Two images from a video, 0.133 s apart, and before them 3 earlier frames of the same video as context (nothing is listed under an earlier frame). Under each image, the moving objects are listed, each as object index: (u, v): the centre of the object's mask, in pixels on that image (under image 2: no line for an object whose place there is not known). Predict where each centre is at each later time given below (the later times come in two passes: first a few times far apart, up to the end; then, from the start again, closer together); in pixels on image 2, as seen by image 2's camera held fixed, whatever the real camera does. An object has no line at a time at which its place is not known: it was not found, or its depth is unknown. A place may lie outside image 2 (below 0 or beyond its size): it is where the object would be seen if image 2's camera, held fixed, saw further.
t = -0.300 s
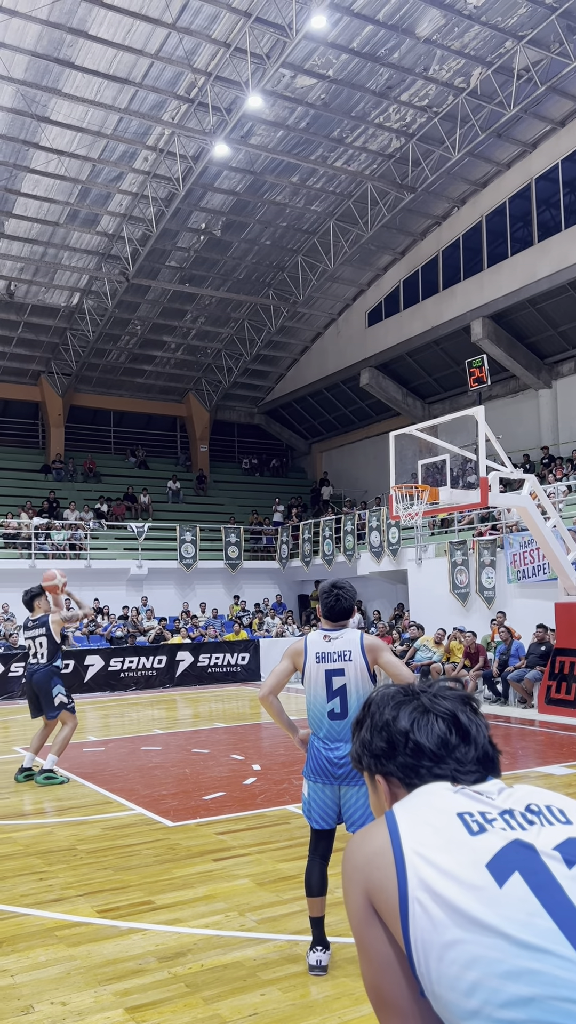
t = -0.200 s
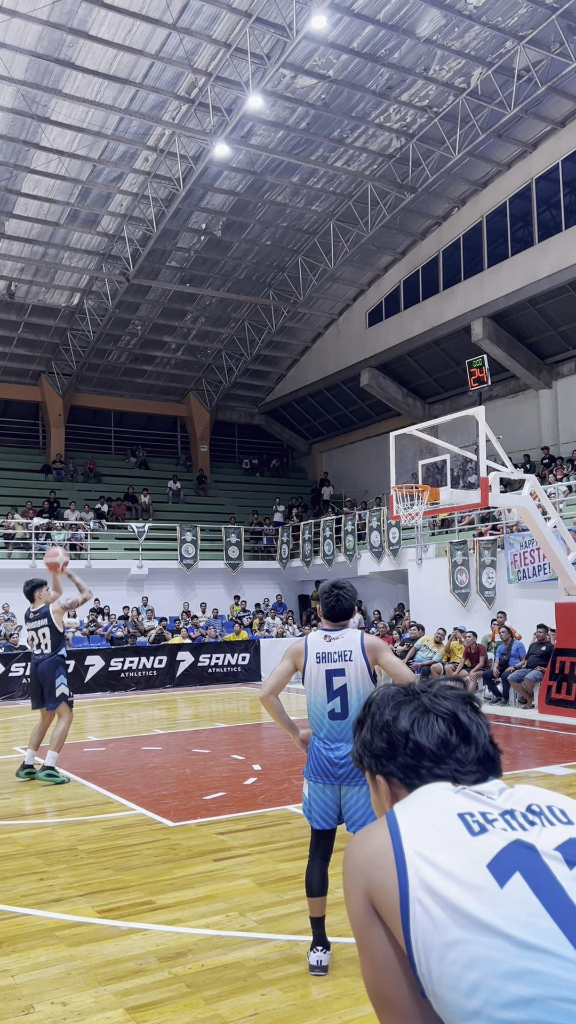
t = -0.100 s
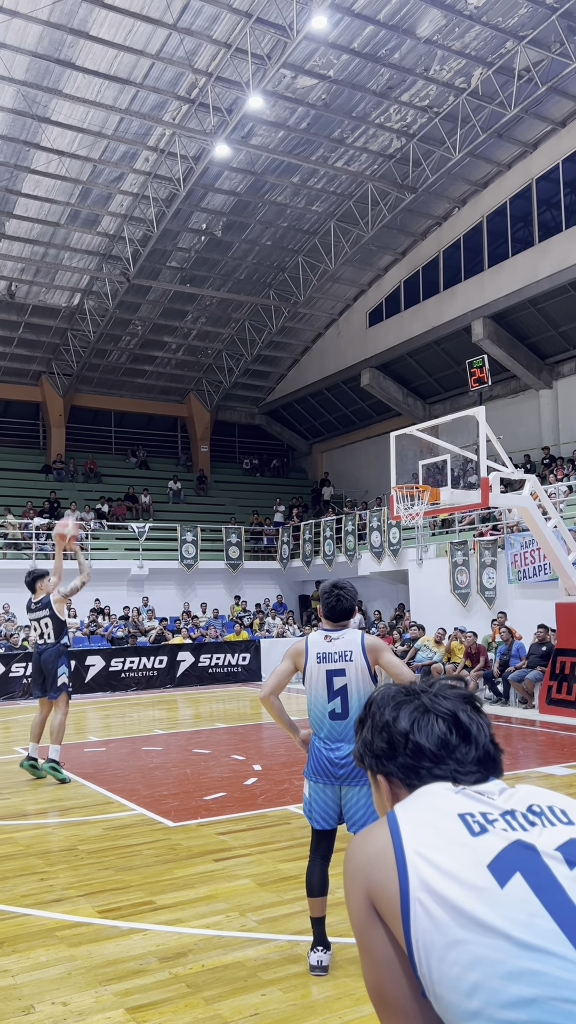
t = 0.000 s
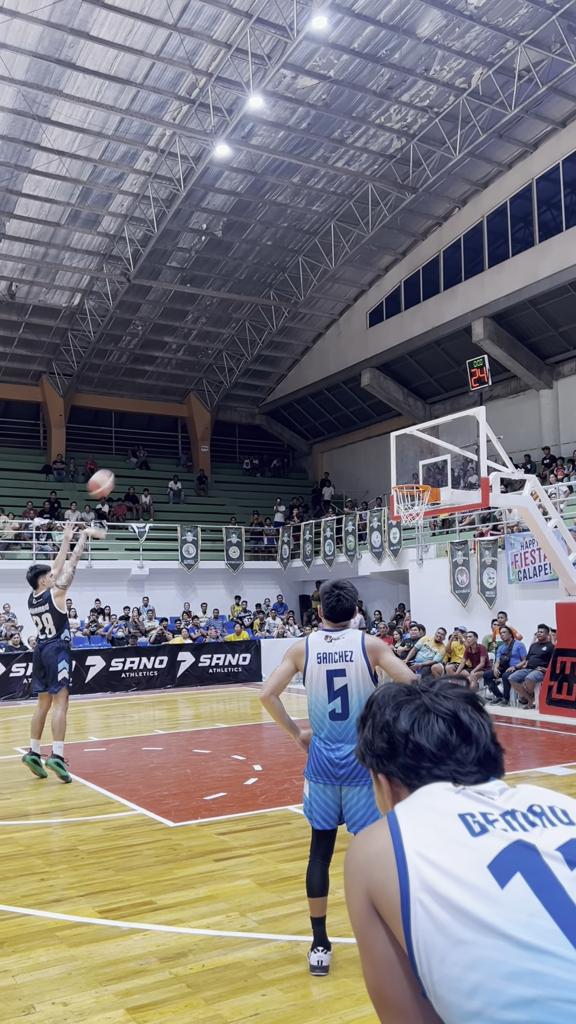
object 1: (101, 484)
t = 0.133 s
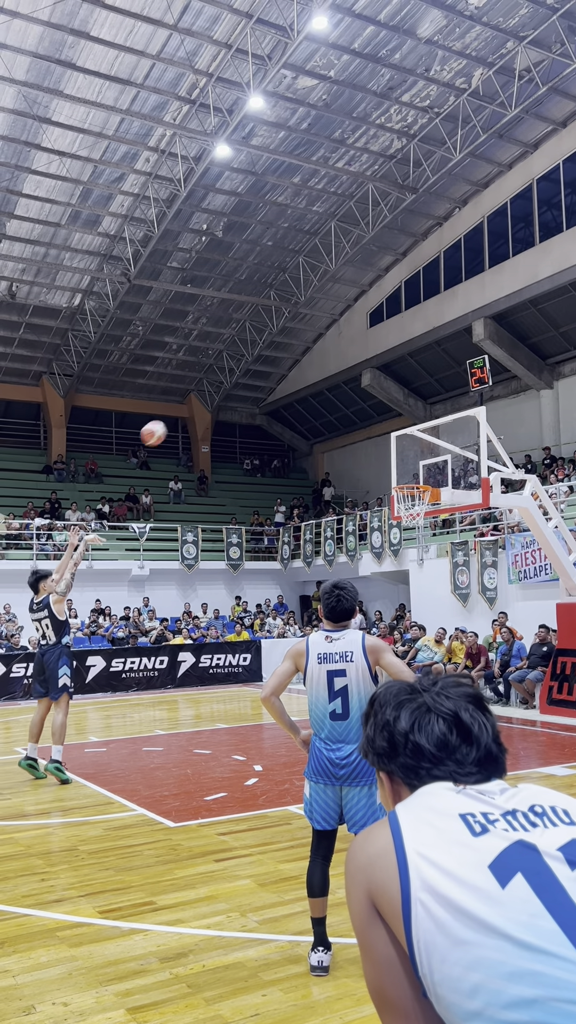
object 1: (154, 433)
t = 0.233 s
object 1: (190, 408)
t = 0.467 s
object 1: (266, 384)
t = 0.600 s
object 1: (307, 391)
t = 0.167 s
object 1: (166, 424)
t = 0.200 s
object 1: (178, 415)
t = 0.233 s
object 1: (190, 408)
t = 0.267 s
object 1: (201, 401)
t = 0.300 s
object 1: (213, 396)
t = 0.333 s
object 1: (224, 392)
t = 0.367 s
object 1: (235, 389)
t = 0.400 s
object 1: (246, 386)
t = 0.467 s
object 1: (266, 384)
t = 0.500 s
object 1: (277, 385)
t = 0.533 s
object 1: (287, 386)
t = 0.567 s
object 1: (297, 388)
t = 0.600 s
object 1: (307, 391)
